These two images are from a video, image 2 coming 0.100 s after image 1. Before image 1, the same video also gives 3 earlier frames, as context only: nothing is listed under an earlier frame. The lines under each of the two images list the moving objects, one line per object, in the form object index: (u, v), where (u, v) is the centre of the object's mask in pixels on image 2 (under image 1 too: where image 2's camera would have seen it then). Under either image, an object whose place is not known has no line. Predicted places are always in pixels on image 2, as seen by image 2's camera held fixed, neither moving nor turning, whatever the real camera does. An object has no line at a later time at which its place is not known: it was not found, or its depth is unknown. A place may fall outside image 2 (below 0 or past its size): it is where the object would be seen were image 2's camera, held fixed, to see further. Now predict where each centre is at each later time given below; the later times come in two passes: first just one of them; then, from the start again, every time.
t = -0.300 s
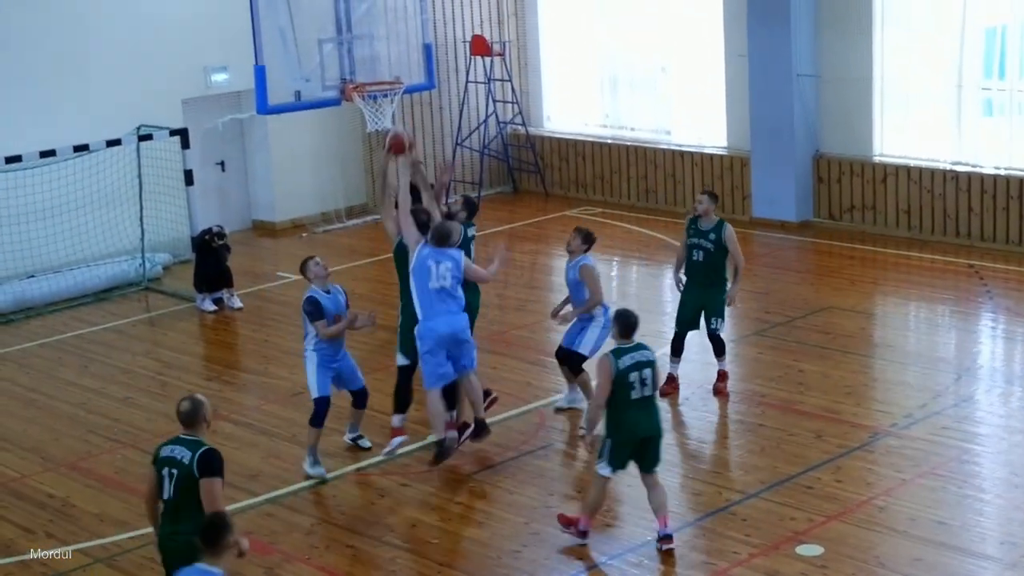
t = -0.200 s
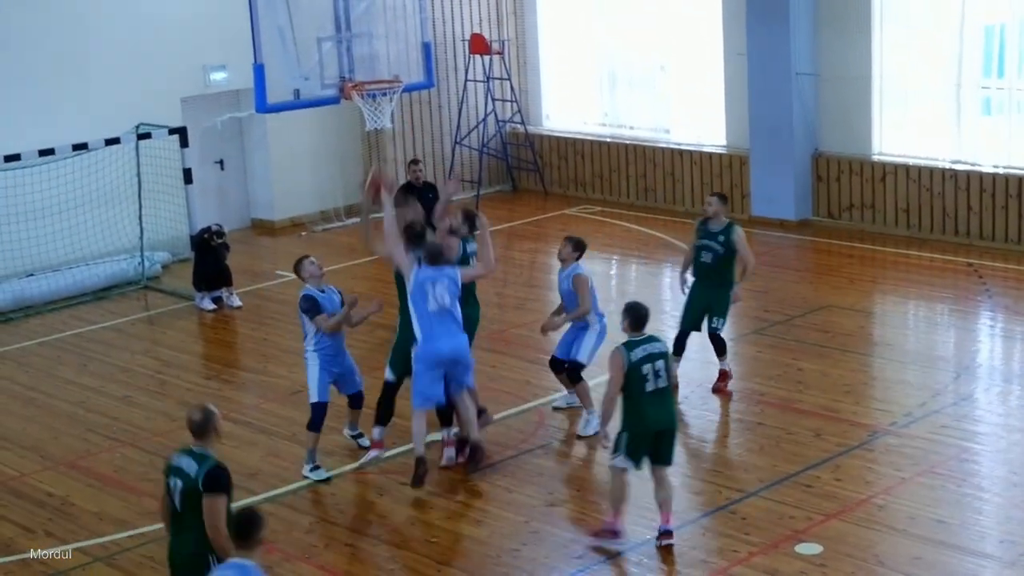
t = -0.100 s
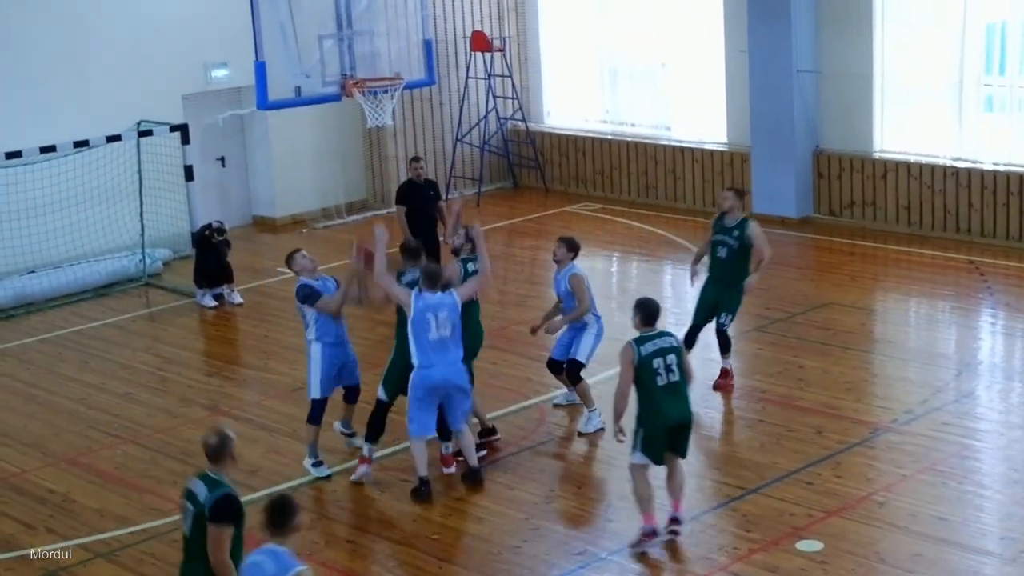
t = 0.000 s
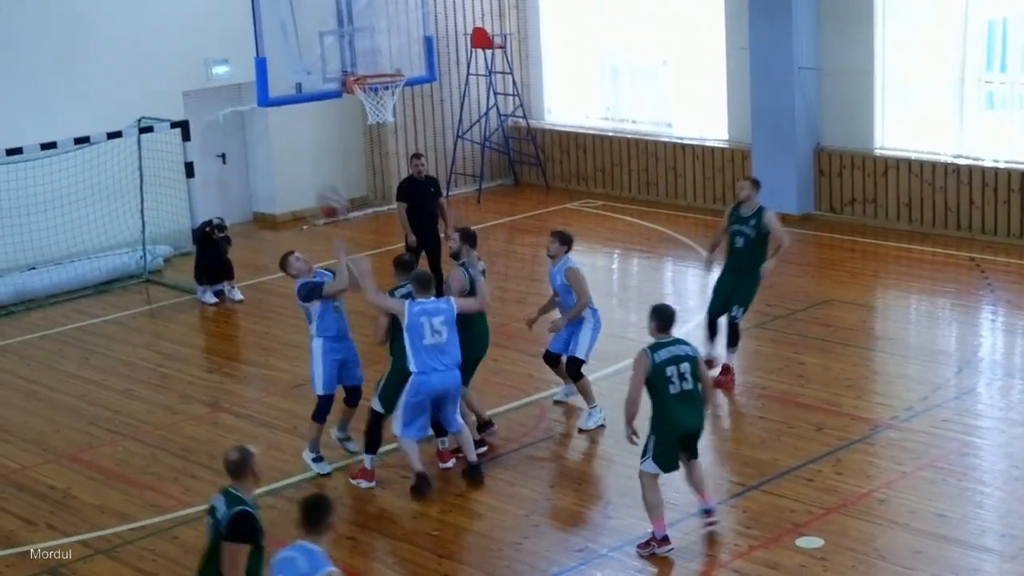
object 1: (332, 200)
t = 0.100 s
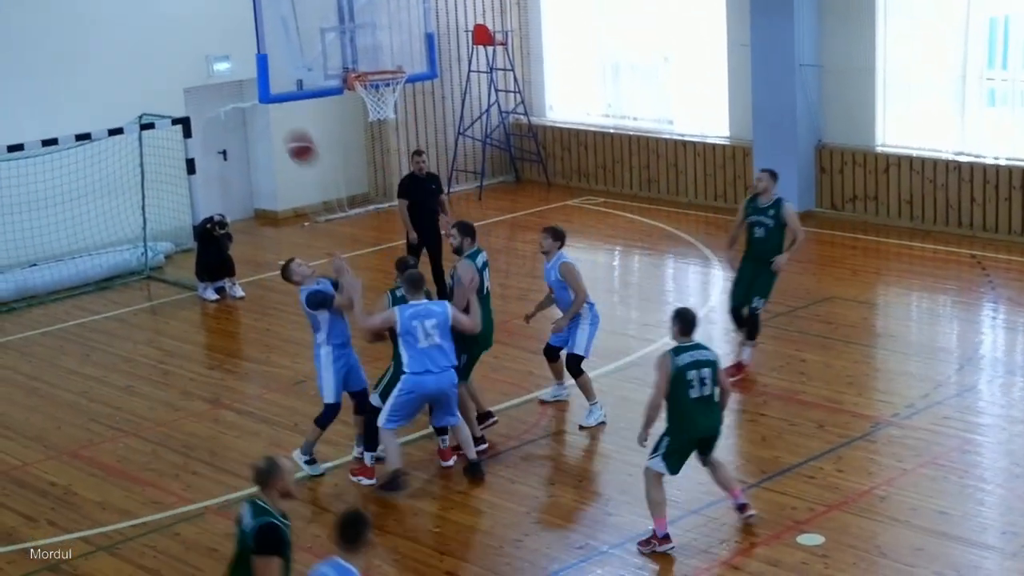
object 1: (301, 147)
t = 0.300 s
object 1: (235, 74)
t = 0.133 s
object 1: (289, 131)
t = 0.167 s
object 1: (278, 118)
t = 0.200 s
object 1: (267, 104)
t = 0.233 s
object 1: (255, 93)
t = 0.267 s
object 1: (244, 81)
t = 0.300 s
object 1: (235, 74)
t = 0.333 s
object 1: (221, 63)
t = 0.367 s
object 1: (210, 57)
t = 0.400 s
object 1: (200, 52)
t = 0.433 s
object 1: (190, 50)
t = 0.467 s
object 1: (179, 47)
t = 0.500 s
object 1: (169, 46)
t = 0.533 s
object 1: (158, 47)
